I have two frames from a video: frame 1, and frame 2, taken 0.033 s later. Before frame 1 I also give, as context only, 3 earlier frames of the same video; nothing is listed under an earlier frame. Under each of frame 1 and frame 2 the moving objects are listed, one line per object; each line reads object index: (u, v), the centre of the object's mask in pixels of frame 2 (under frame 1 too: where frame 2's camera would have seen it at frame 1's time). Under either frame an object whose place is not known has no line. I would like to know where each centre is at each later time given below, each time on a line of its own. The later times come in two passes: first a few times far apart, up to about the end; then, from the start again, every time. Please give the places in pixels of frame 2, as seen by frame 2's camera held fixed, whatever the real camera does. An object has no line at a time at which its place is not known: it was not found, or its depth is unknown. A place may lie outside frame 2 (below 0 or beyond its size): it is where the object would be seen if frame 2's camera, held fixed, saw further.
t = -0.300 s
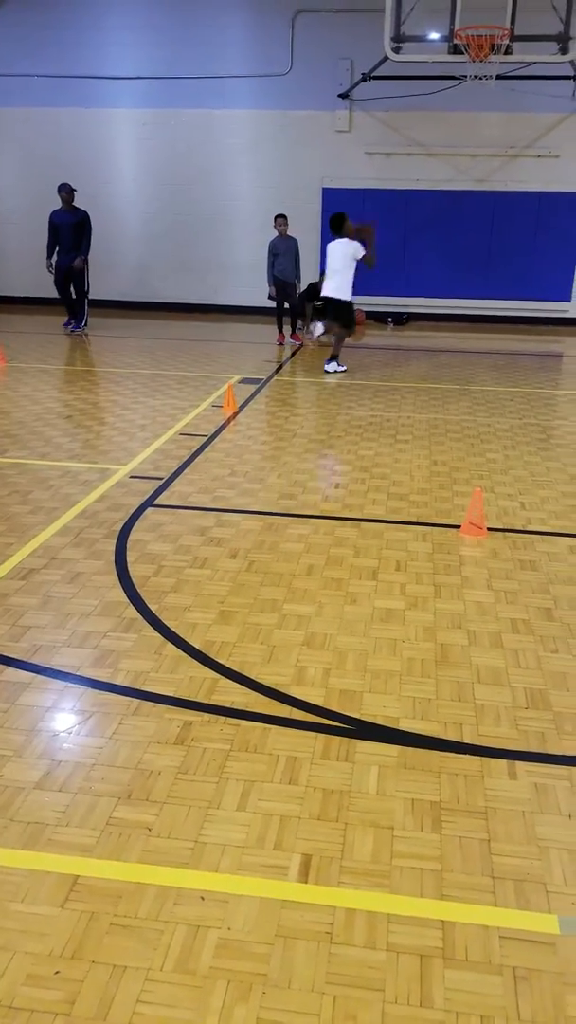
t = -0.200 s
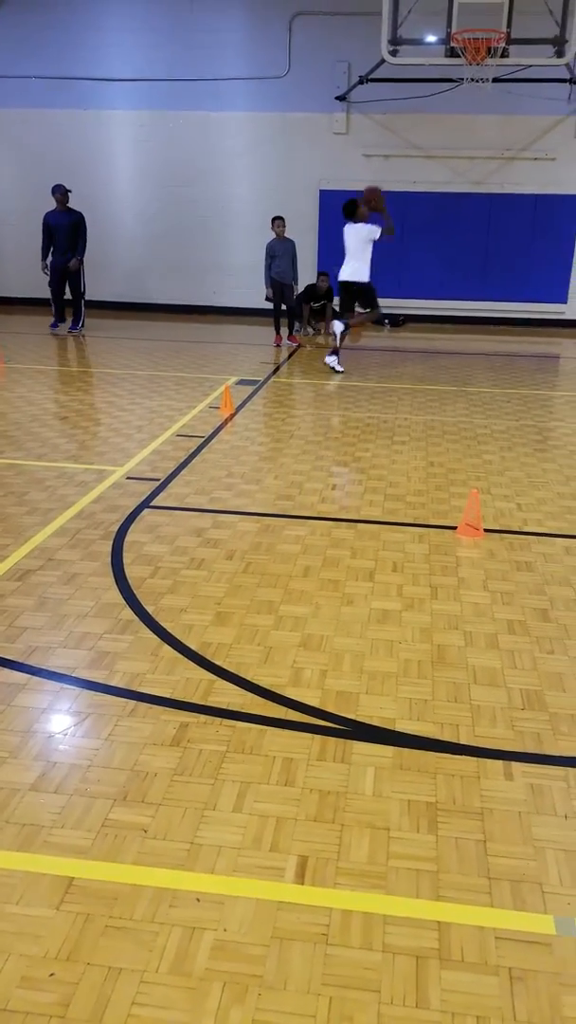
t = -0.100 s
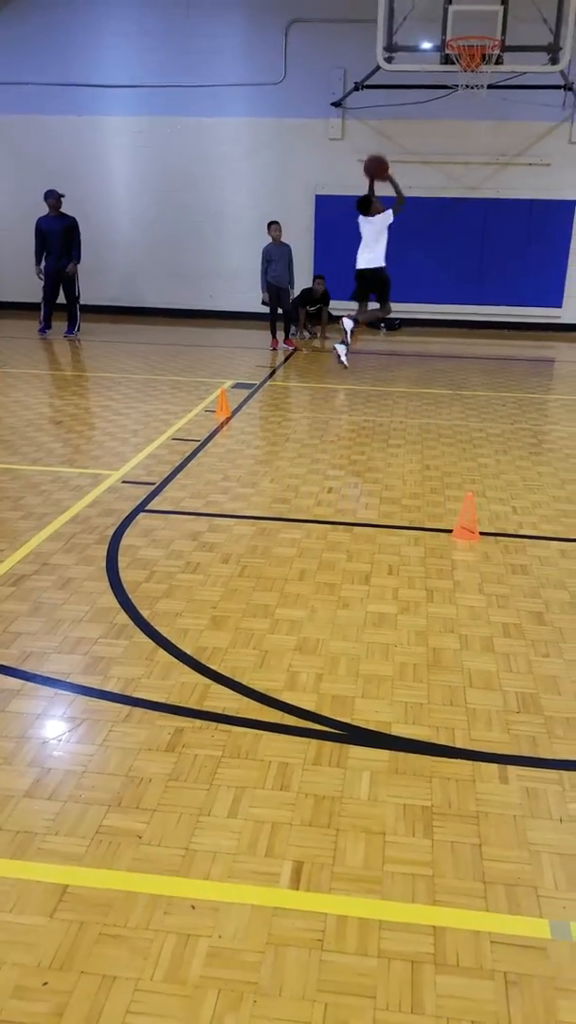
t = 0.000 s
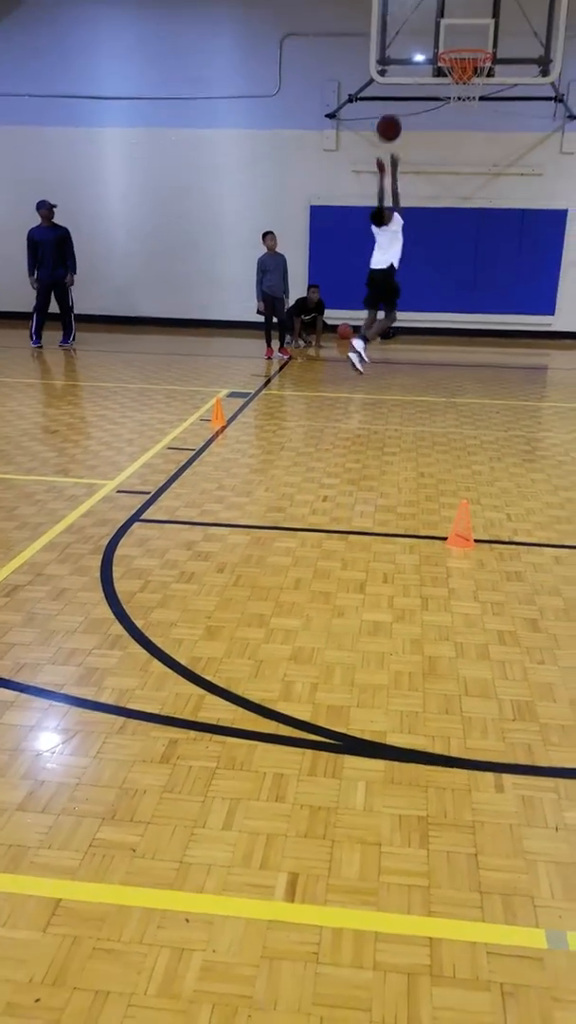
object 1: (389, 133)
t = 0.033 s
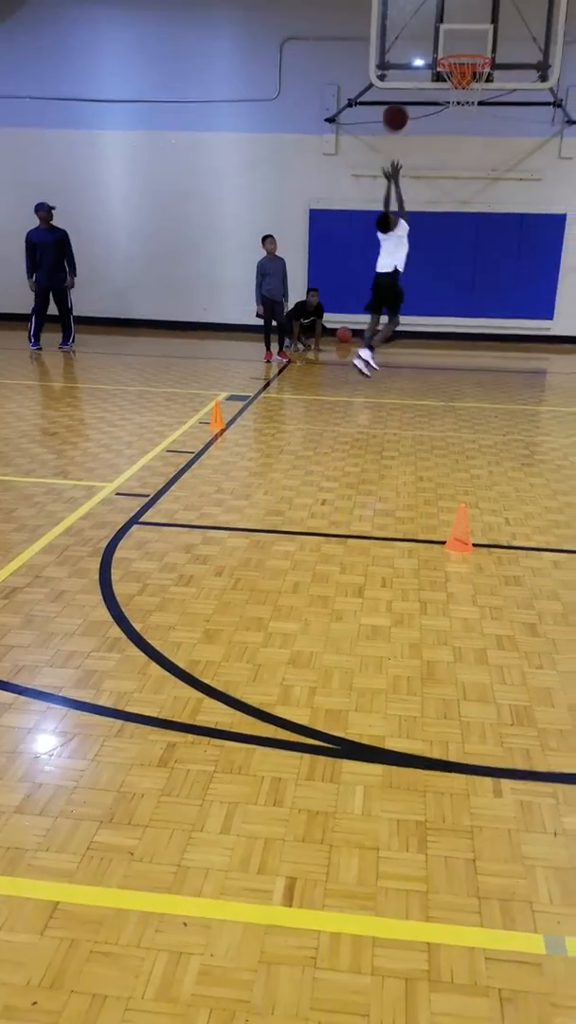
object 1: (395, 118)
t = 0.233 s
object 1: (434, 49)
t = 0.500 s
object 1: (474, 38)
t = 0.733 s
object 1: (456, 71)
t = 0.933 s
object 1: (444, 109)
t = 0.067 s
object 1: (402, 103)
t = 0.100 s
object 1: (410, 90)
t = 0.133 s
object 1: (417, 78)
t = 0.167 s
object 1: (424, 67)
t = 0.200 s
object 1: (429, 57)
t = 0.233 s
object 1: (434, 49)
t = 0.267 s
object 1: (441, 39)
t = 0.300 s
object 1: (447, 35)
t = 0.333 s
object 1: (451, 32)
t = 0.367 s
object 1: (456, 31)
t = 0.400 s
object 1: (461, 31)
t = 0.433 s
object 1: (466, 33)
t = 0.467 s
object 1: (470, 36)
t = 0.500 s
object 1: (474, 38)
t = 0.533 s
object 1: (478, 41)
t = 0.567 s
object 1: (477, 42)
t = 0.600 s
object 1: (472, 43)
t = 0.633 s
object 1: (467, 55)
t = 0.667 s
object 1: (463, 58)
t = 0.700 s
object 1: (459, 66)
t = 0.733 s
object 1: (456, 71)
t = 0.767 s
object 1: (452, 77)
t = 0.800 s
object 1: (449, 85)
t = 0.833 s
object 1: (447, 90)
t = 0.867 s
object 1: (447, 96)
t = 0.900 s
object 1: (445, 103)
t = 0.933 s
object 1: (444, 109)
